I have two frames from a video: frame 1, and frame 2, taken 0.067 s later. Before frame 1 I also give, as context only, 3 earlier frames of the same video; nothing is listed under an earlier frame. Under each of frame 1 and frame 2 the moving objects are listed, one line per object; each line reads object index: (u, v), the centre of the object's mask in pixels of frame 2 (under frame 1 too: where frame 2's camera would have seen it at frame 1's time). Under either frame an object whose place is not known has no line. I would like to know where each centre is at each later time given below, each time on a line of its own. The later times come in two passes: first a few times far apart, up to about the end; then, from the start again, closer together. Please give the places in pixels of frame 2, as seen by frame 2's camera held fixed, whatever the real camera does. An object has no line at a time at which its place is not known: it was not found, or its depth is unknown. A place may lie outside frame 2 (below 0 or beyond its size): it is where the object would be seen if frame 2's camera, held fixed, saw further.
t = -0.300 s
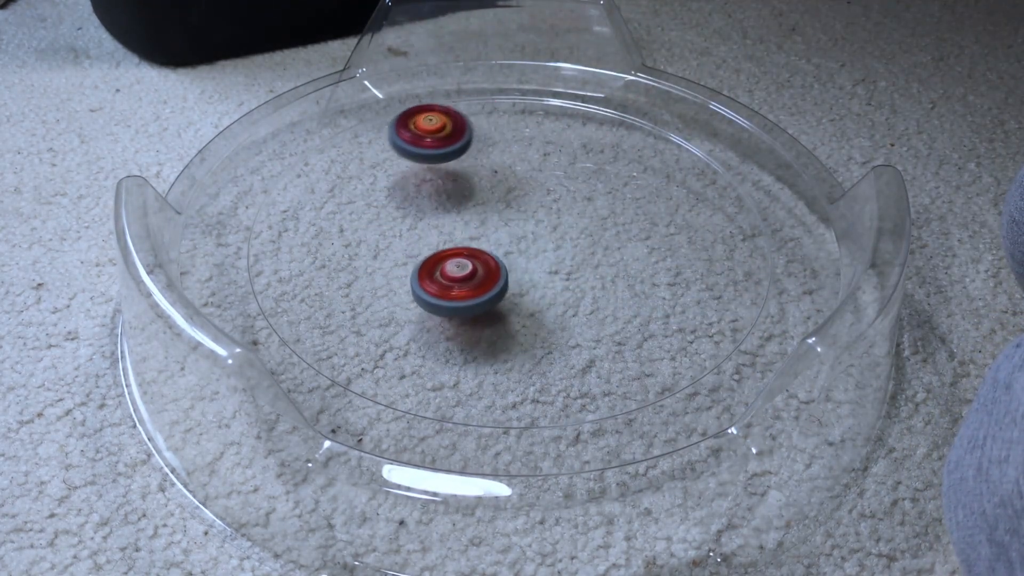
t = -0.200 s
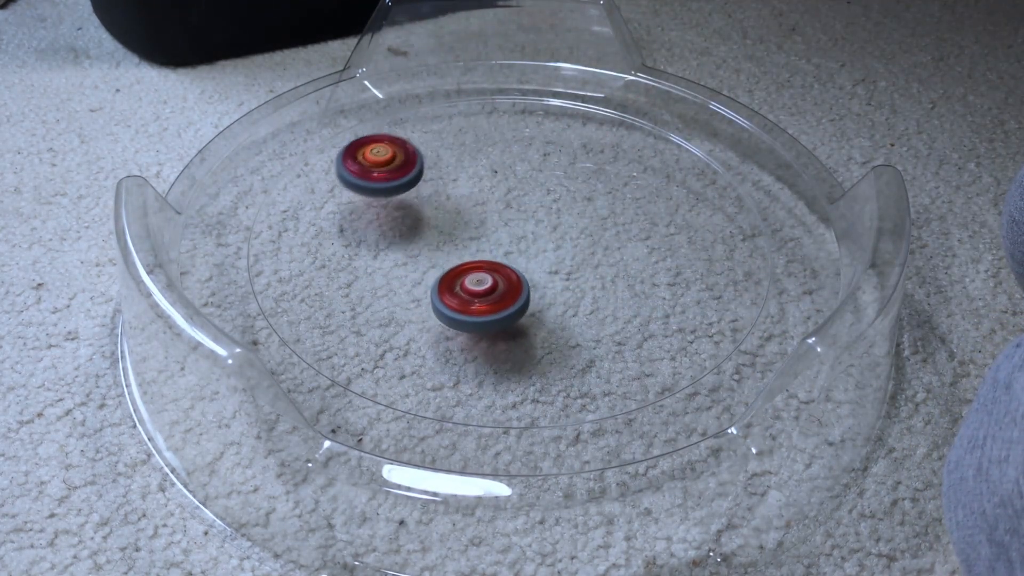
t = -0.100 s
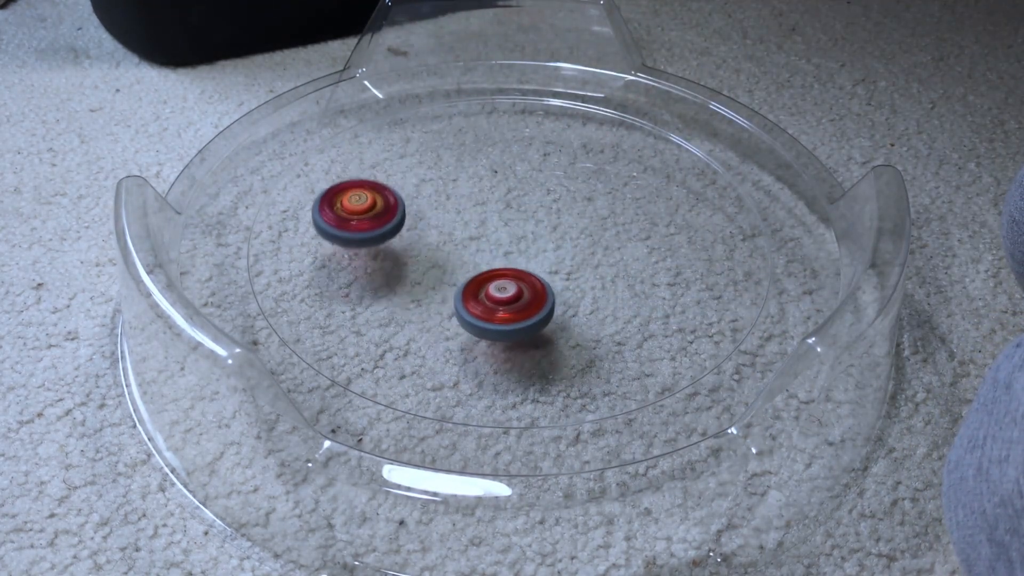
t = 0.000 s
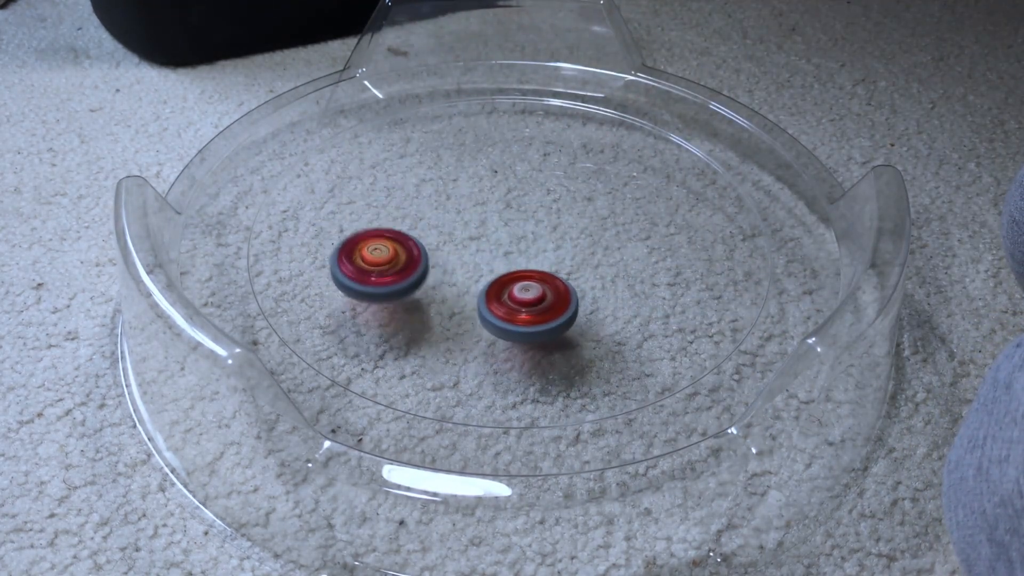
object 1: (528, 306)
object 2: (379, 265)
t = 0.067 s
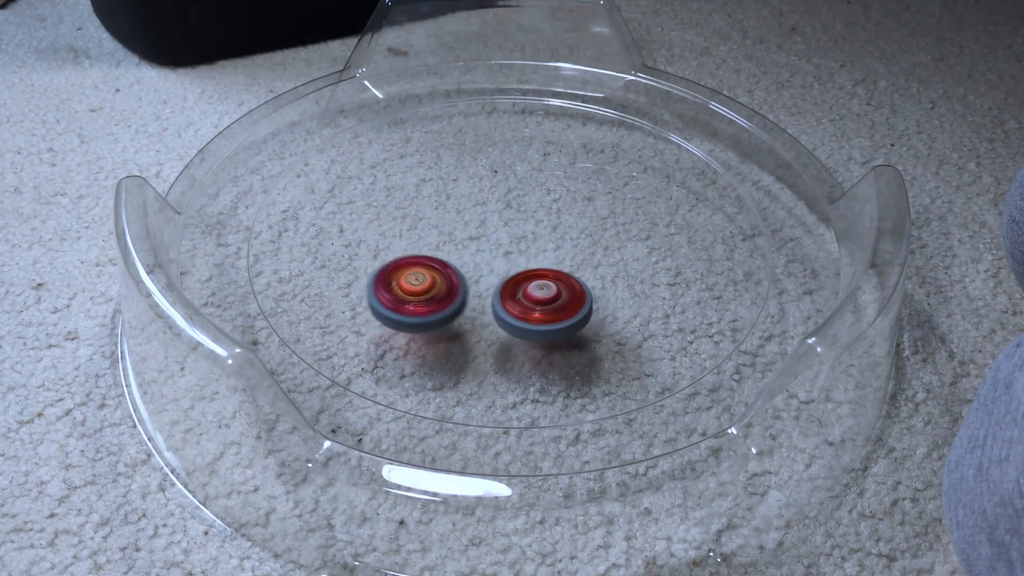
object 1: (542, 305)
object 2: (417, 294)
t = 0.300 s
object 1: (666, 257)
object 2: (491, 331)
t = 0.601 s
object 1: (629, 191)
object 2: (637, 258)
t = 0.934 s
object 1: (419, 88)
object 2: (605, 264)
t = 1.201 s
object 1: (317, 192)
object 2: (519, 279)
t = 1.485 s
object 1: (463, 327)
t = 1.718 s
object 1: (523, 325)
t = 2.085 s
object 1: (594, 279)
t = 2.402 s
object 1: (595, 235)
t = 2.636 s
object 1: (573, 211)
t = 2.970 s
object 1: (526, 201)
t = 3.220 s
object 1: (496, 212)
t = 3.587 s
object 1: (485, 245)
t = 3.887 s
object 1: (531, 262)
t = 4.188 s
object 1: (587, 232)
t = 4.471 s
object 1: (551, 187)
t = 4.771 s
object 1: (469, 181)
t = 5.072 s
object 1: (200, 177)
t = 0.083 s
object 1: (546, 305)
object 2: (429, 300)
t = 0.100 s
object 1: (549, 304)
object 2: (441, 305)
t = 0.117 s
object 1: (560, 302)
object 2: (448, 309)
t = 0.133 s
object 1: (583, 299)
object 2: (440, 311)
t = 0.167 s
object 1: (620, 291)
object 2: (433, 316)
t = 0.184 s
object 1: (634, 287)
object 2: (433, 318)
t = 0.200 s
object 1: (645, 283)
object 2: (435, 319)
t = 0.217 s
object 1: (652, 278)
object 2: (440, 321)
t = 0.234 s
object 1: (658, 274)
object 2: (447, 323)
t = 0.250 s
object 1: (661, 270)
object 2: (455, 325)
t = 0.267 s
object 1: (663, 265)
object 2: (466, 328)
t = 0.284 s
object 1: (665, 261)
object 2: (478, 330)
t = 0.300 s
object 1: (666, 257)
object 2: (491, 331)
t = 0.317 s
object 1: (666, 253)
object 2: (504, 332)
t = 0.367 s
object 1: (665, 241)
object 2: (544, 329)
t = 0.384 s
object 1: (664, 237)
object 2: (556, 327)
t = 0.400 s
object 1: (662, 234)
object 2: (568, 324)
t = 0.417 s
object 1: (661, 230)
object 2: (579, 320)
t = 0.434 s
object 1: (659, 227)
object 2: (590, 316)
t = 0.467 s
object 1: (654, 220)
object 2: (608, 305)
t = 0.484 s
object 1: (652, 217)
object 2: (615, 299)
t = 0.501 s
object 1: (649, 215)
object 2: (622, 293)
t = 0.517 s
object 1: (646, 212)
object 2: (627, 286)
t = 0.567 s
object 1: (636, 203)
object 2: (638, 264)
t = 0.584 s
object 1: (633, 197)
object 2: (638, 261)
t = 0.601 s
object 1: (629, 191)
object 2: (637, 258)
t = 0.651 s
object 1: (616, 180)
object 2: (632, 244)
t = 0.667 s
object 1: (610, 177)
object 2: (630, 238)
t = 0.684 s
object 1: (605, 174)
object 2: (627, 234)
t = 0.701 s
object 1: (597, 159)
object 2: (626, 242)
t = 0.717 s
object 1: (588, 144)
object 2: (624, 251)
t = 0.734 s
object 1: (577, 131)
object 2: (622, 258)
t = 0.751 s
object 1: (567, 120)
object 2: (619, 263)
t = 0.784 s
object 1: (542, 102)
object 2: (613, 271)
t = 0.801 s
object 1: (529, 96)
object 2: (610, 273)
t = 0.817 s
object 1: (516, 92)
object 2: (608, 274)
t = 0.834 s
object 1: (502, 89)
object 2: (606, 274)
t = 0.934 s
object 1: (419, 88)
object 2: (605, 264)
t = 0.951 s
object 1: (407, 92)
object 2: (602, 261)
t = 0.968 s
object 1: (396, 96)
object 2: (598, 259)
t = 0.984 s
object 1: (386, 101)
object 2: (594, 257)
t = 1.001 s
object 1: (376, 106)
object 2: (588, 256)
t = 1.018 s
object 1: (366, 112)
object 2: (582, 255)
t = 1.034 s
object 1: (355, 118)
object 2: (575, 255)
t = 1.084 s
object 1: (331, 139)
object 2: (555, 258)
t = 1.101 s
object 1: (325, 147)
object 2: (548, 260)
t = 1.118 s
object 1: (321, 154)
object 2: (542, 262)
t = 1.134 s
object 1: (318, 162)
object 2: (536, 265)
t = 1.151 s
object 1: (316, 169)
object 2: (531, 268)
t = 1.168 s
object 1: (316, 176)
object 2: (526, 271)
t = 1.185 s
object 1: (316, 184)
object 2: (522, 275)
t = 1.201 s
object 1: (317, 192)
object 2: (519, 279)
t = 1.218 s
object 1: (318, 200)
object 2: (517, 283)
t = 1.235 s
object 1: (321, 210)
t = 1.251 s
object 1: (325, 220)
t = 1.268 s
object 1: (329, 230)
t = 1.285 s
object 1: (335, 241)
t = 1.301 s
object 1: (342, 251)
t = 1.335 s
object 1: (361, 272)
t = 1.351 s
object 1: (373, 282)
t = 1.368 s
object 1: (387, 292)
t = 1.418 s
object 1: (439, 315)
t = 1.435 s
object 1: (459, 320)
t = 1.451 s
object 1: (473, 323)
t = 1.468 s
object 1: (467, 325)
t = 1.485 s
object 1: (463, 327)
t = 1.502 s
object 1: (462, 329)
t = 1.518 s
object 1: (462, 330)
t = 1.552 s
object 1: (469, 331)
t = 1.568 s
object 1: (475, 331)
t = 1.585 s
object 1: (480, 331)
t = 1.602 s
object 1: (486, 330)
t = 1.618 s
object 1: (492, 330)
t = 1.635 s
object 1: (497, 329)
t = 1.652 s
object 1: (503, 329)
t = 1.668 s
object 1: (508, 328)
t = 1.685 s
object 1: (513, 327)
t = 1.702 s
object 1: (519, 326)
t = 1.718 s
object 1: (523, 325)
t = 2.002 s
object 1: (586, 292)
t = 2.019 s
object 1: (588, 290)
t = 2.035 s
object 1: (590, 287)
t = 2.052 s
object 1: (591, 284)
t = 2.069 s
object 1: (593, 282)
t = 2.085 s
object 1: (594, 279)
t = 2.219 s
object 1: (600, 260)
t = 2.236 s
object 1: (601, 257)
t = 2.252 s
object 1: (601, 255)
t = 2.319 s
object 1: (599, 246)
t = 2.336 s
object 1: (598, 243)
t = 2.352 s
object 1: (598, 241)
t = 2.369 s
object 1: (597, 239)
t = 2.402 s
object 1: (595, 235)
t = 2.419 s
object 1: (594, 233)
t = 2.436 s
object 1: (593, 231)
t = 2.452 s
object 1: (592, 229)
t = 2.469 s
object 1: (590, 227)
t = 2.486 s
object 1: (589, 225)
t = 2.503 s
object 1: (587, 223)
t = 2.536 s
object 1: (584, 220)
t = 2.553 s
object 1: (582, 218)
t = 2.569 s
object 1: (580, 217)
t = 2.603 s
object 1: (577, 214)
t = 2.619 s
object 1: (575, 212)
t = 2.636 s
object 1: (573, 211)
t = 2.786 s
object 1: (552, 203)
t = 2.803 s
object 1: (550, 202)
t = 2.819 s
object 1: (547, 202)
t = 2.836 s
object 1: (545, 201)
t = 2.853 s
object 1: (542, 201)
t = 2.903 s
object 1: (535, 201)
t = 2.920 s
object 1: (533, 201)
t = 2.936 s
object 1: (530, 201)
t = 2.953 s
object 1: (528, 201)
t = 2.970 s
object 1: (526, 201)
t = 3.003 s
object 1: (521, 202)
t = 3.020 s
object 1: (518, 202)
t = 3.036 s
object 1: (516, 203)
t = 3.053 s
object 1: (514, 203)
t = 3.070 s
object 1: (512, 204)
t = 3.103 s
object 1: (508, 205)
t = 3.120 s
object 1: (506, 207)
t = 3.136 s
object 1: (504, 207)
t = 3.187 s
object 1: (499, 210)
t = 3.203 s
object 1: (497, 211)
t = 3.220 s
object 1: (496, 212)
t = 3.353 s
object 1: (487, 223)
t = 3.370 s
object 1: (486, 225)
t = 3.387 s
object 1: (486, 226)
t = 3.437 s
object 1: (484, 231)
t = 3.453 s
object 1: (483, 233)
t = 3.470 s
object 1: (483, 235)
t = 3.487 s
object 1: (483, 236)
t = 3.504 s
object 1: (483, 238)
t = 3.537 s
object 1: (484, 241)
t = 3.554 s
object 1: (485, 243)
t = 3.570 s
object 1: (485, 244)
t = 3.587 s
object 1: (485, 245)
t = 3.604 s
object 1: (486, 247)
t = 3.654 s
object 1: (487, 252)
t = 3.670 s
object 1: (488, 254)
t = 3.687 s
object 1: (489, 255)
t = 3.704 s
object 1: (491, 257)
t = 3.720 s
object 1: (492, 258)
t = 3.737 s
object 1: (493, 259)
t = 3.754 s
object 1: (495, 260)
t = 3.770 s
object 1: (496, 261)
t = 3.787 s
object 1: (497, 263)
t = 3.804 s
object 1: (499, 263)
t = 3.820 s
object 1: (503, 265)
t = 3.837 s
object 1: (506, 266)
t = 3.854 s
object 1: (509, 266)
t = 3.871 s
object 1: (517, 265)
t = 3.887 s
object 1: (531, 262)
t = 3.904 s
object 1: (542, 259)
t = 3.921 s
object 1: (552, 256)
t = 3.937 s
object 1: (559, 254)
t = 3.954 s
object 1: (565, 253)
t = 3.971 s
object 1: (569, 252)
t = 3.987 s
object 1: (571, 250)
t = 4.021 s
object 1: (576, 247)
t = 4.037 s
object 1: (578, 245)
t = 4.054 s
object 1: (579, 244)
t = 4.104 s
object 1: (583, 240)
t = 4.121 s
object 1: (585, 238)
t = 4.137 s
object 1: (586, 236)
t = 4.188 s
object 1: (587, 232)
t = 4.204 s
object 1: (587, 231)
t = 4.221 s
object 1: (588, 230)
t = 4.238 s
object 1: (588, 229)
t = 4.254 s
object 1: (588, 228)
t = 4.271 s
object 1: (587, 227)
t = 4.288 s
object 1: (587, 226)
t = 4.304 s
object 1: (587, 225)
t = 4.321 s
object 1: (587, 224)
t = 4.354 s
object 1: (585, 221)
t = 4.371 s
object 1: (584, 219)
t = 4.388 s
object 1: (580, 215)
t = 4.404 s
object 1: (573, 206)
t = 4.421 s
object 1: (566, 199)
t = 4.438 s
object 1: (560, 193)
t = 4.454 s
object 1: (555, 189)
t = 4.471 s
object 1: (551, 187)
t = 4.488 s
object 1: (547, 184)
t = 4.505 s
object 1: (543, 183)
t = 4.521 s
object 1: (540, 183)
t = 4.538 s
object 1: (536, 183)
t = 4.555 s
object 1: (533, 182)
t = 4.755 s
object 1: (477, 182)
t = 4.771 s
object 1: (469, 181)
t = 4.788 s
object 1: (463, 182)
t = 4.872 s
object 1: (444, 188)
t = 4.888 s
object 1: (441, 190)
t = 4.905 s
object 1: (426, 190)
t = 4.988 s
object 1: (272, 172)
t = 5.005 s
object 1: (254, 168)
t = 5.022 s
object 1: (238, 169)
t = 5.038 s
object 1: (223, 174)
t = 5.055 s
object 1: (208, 179)
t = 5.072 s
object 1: (200, 177)
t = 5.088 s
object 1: (199, 174)
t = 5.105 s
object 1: (198, 175)
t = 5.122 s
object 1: (200, 180)
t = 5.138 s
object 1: (206, 182)
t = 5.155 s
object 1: (211, 182)
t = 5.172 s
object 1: (217, 184)
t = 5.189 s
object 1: (222, 185)
